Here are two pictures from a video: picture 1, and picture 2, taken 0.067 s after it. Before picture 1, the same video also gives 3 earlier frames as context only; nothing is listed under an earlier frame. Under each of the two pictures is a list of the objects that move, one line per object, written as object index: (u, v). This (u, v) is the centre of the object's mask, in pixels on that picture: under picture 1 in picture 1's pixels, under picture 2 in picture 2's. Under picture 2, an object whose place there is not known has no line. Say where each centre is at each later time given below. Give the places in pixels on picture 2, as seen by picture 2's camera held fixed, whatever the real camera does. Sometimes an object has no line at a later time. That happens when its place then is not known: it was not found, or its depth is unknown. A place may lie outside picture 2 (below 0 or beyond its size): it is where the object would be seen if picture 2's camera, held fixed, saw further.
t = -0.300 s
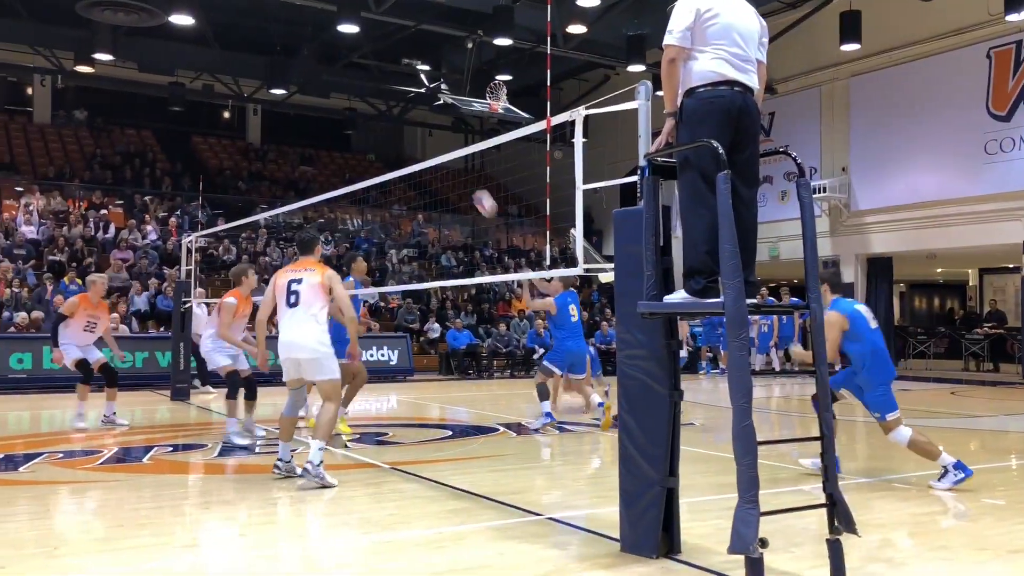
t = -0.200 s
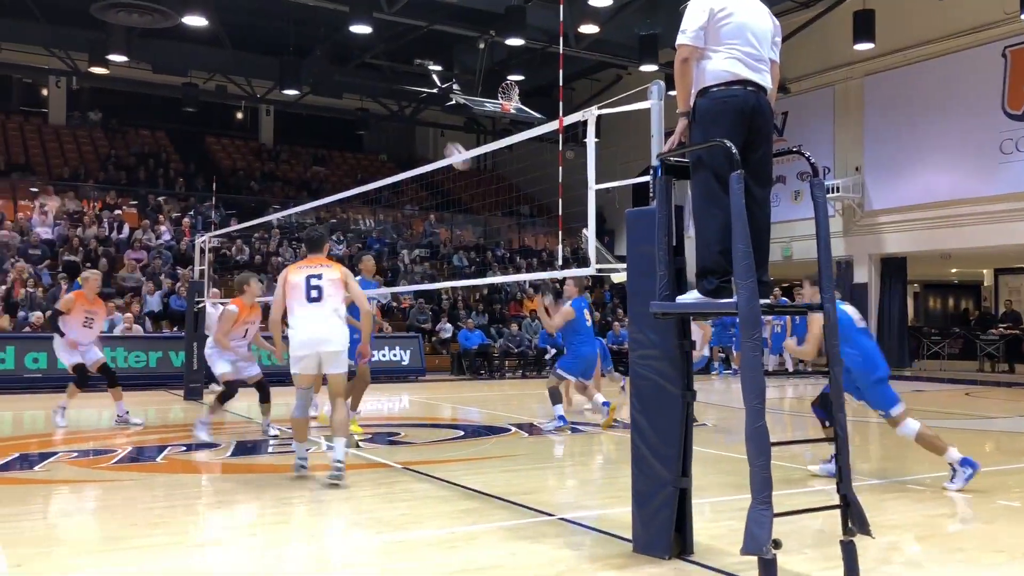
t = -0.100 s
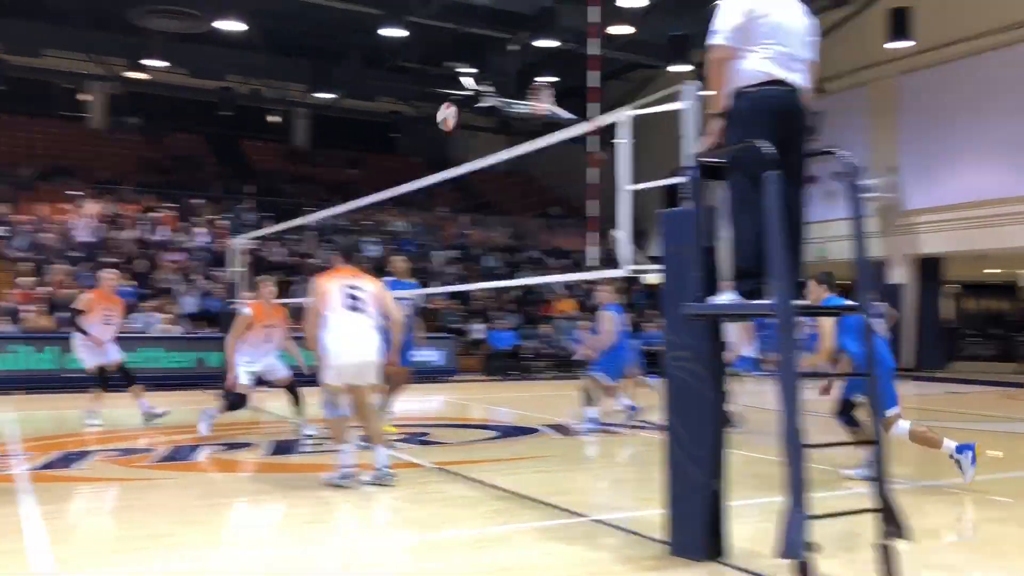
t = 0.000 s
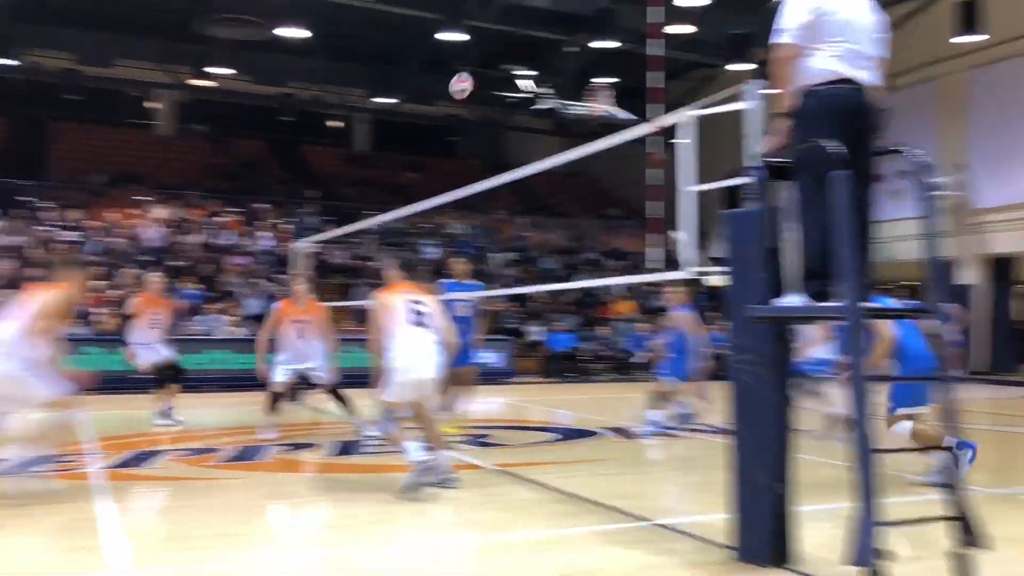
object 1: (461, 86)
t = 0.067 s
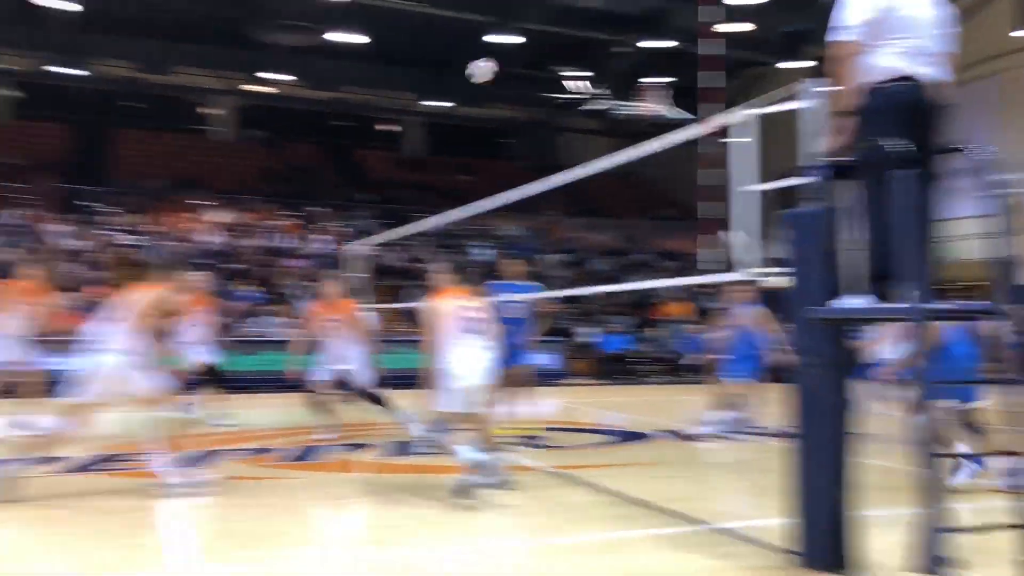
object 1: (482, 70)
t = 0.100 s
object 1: (470, 63)
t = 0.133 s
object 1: (457, 57)
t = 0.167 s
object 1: (444, 52)
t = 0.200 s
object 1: (432, 48)
